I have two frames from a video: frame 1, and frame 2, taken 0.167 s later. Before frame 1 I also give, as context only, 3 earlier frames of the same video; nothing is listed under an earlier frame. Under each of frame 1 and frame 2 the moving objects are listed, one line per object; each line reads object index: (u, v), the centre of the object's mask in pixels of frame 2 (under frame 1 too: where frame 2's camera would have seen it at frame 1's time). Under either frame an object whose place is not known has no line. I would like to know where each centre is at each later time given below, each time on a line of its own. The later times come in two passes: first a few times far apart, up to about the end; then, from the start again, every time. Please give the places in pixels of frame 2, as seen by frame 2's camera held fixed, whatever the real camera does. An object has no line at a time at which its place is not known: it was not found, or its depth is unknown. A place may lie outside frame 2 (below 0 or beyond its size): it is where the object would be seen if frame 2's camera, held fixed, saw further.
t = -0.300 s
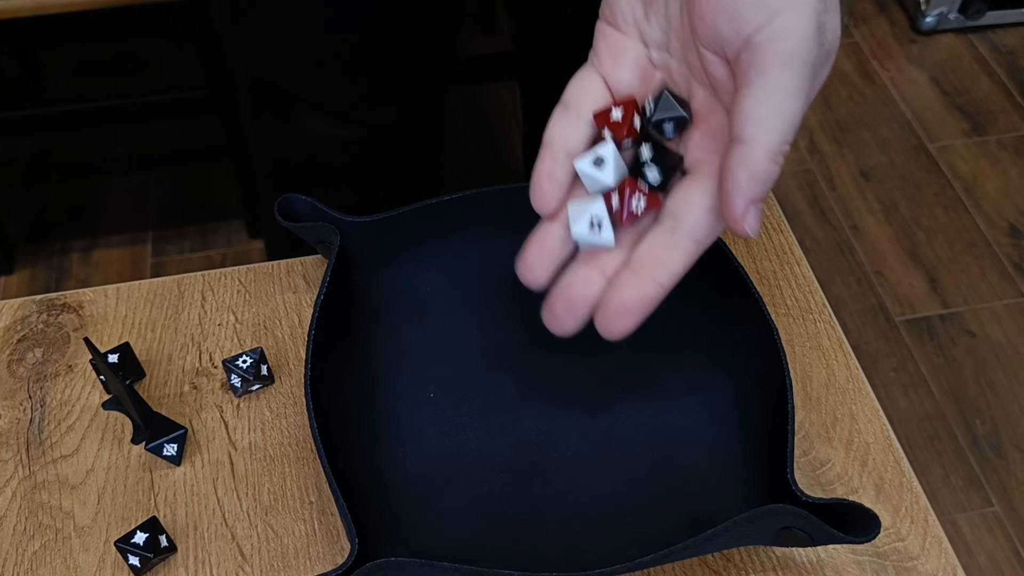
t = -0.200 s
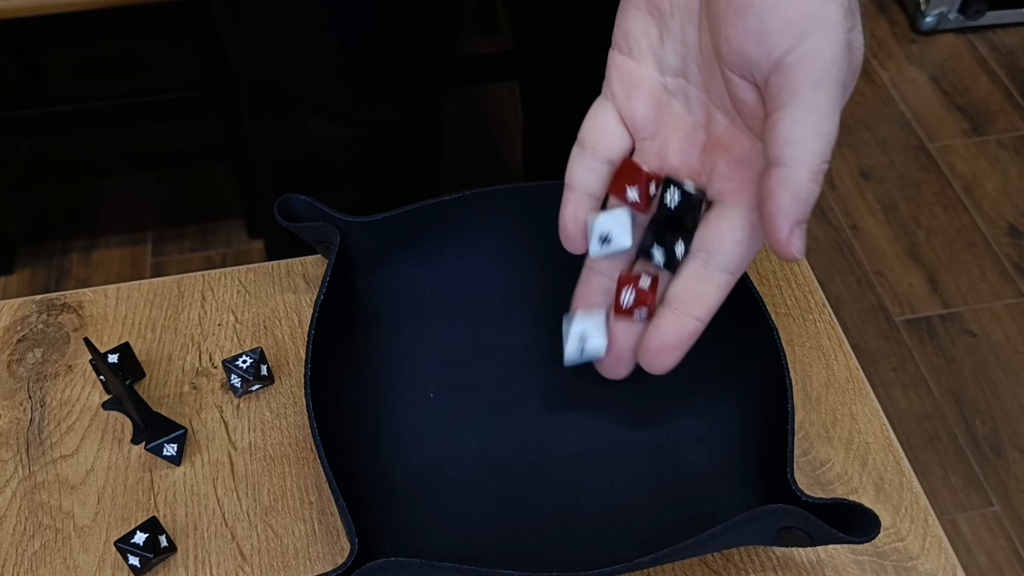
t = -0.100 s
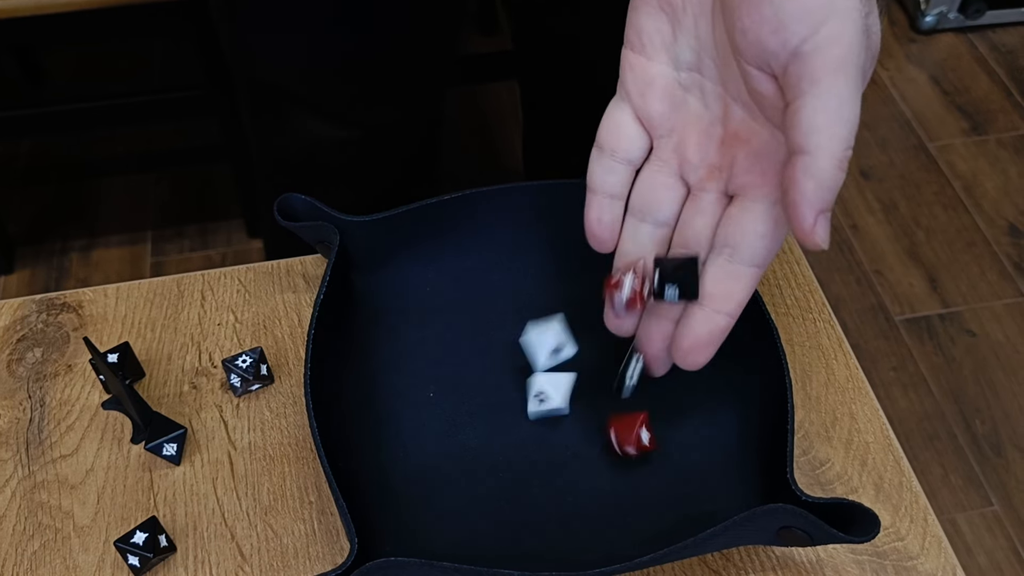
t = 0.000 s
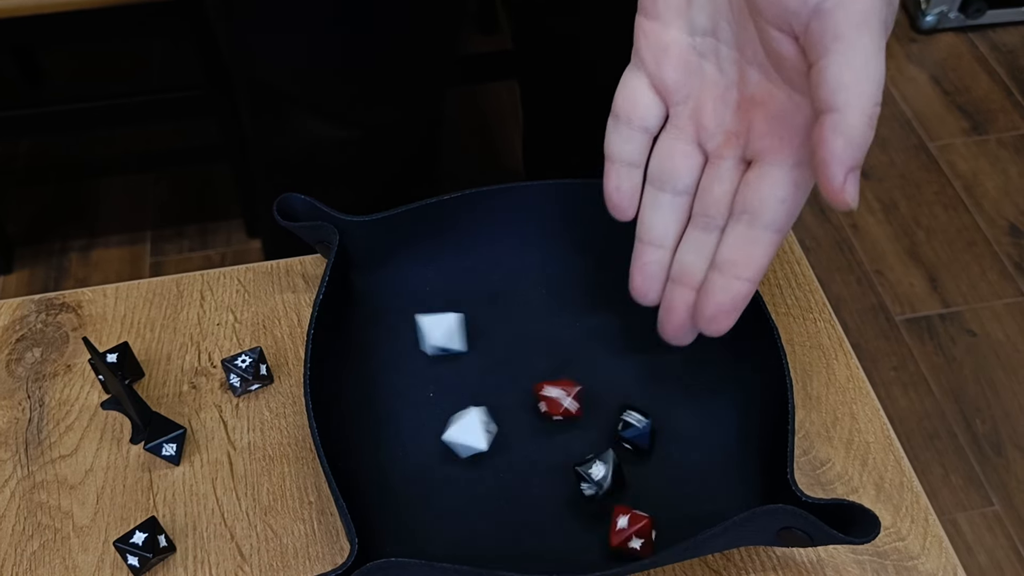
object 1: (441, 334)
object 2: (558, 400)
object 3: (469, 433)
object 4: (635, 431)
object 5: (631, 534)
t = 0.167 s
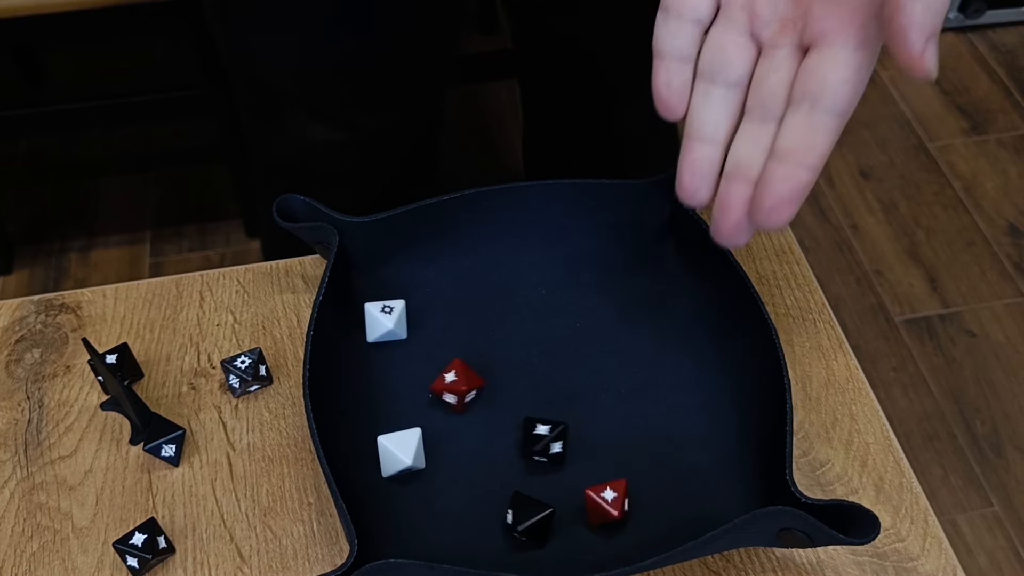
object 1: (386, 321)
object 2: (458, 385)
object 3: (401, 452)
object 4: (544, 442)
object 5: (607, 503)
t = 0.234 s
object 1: (394, 320)
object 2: (445, 385)
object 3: (402, 452)
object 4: (532, 443)
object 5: (602, 486)
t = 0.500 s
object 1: (394, 320)
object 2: (429, 385)
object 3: (401, 452)
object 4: (530, 443)
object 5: (602, 485)
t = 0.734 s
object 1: (394, 320)
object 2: (429, 384)
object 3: (402, 452)
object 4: (531, 443)
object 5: (602, 485)
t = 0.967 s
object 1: (394, 320)
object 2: (429, 384)
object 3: (402, 452)
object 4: (531, 443)
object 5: (602, 484)
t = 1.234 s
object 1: (394, 320)
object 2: (429, 385)
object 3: (402, 452)
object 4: (531, 443)
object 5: (602, 484)
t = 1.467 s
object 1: (394, 320)
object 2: (429, 384)
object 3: (402, 452)
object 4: (531, 443)
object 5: (602, 485)
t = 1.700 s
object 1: (394, 320)
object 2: (429, 384)
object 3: (402, 452)
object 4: (531, 443)
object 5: (602, 485)
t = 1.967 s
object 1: (394, 320)
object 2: (429, 384)
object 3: (402, 452)
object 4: (531, 443)
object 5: (602, 485)
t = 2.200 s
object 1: (394, 320)
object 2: (429, 384)
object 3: (402, 452)
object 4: (531, 443)
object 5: (602, 485)
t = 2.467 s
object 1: (394, 320)
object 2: (429, 384)
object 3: (402, 452)
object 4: (531, 443)
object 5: (602, 485)
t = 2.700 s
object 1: (394, 320)
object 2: (429, 384)
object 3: (402, 452)
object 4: (531, 443)
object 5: (602, 485)
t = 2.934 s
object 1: (394, 320)
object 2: (429, 384)
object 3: (402, 452)
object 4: (531, 444)
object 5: (602, 485)
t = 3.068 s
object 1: (394, 320)
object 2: (429, 384)
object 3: (402, 452)
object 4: (531, 444)
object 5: (602, 485)
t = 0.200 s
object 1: (392, 320)
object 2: (450, 386)
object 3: (401, 452)
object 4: (537, 440)
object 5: (603, 492)
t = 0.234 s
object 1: (394, 320)
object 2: (445, 385)
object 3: (402, 452)
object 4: (532, 443)
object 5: (602, 486)
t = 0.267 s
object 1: (394, 320)
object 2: (435, 384)
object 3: (401, 452)
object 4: (531, 444)
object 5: (602, 485)
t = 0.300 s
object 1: (394, 320)
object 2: (430, 384)
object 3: (401, 452)
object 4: (531, 444)
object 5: (602, 485)
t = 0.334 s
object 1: (394, 320)
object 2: (429, 384)
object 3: (401, 452)
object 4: (531, 444)
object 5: (602, 485)
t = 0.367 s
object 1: (394, 320)
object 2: (429, 384)
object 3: (401, 452)
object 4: (531, 443)
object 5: (602, 485)
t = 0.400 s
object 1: (394, 320)
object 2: (429, 384)
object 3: (401, 452)
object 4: (531, 444)
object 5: (602, 485)
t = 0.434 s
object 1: (394, 320)
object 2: (429, 384)
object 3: (401, 452)
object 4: (531, 443)
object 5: (602, 484)
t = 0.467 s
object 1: (394, 320)
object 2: (429, 384)
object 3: (401, 452)
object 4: (531, 443)
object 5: (602, 485)
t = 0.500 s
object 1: (394, 320)
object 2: (429, 385)
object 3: (401, 452)
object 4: (530, 443)
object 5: (602, 485)
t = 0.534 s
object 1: (394, 320)
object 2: (429, 384)
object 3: (401, 452)
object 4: (531, 443)
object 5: (602, 485)
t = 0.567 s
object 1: (394, 320)
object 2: (429, 384)
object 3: (401, 452)
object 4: (531, 443)
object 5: (602, 485)
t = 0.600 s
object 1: (394, 320)
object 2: (429, 384)
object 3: (401, 452)
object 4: (531, 443)
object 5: (602, 485)
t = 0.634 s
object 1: (394, 320)
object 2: (429, 384)
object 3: (401, 452)
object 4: (531, 443)
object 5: (602, 485)
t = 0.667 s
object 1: (394, 320)
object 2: (429, 384)
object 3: (401, 452)
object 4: (531, 443)
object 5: (602, 485)
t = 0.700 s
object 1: (394, 320)
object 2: (429, 384)
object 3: (401, 452)
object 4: (531, 443)
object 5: (602, 485)
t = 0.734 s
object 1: (394, 320)
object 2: (429, 384)
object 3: (402, 452)
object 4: (531, 443)
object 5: (602, 485)
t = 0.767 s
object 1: (394, 320)
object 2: (429, 384)
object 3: (402, 452)
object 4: (531, 443)
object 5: (602, 484)
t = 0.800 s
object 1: (394, 320)
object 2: (429, 384)
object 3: (402, 452)
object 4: (531, 443)
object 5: (602, 485)
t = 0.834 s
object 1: (394, 320)
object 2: (429, 384)
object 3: (401, 452)
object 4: (531, 443)
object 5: (602, 485)
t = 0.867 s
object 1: (394, 320)
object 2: (429, 384)
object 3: (402, 452)
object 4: (531, 443)
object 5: (602, 485)
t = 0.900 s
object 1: (394, 320)
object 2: (429, 384)
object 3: (402, 452)
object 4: (531, 443)
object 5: (602, 484)
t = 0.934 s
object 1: (394, 320)
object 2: (429, 384)
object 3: (402, 452)
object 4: (531, 443)
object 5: (602, 485)
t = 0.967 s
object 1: (394, 320)
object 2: (429, 384)
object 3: (402, 452)
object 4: (531, 443)
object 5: (602, 484)
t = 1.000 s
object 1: (394, 320)
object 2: (429, 384)
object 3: (402, 452)
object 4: (531, 443)
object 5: (602, 484)
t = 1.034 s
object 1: (394, 320)
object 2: (429, 384)
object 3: (401, 452)
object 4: (531, 443)
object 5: (602, 485)
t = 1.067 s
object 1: (394, 320)
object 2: (429, 384)
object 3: (402, 452)
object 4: (531, 443)
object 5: (602, 485)
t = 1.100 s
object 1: (394, 320)
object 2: (429, 384)
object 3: (402, 452)
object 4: (531, 443)
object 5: (602, 485)
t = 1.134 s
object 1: (394, 320)
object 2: (429, 384)
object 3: (402, 452)
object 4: (531, 443)
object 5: (602, 485)
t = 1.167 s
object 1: (394, 320)
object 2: (429, 384)
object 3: (402, 452)
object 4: (531, 443)
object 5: (602, 485)
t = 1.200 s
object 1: (394, 320)
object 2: (429, 384)
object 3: (402, 452)
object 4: (531, 443)
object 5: (602, 484)
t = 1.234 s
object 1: (394, 320)
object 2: (429, 385)
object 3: (402, 452)
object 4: (531, 443)
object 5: (602, 484)
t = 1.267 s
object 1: (394, 320)
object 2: (429, 385)
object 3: (402, 452)
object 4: (531, 443)
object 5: (602, 484)
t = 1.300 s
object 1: (394, 320)
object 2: (429, 384)
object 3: (402, 452)
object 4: (531, 443)
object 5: (602, 485)
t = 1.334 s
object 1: (394, 320)
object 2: (429, 384)
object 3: (402, 452)
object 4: (531, 443)
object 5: (602, 484)
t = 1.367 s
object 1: (394, 320)
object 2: (429, 384)
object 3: (402, 452)
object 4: (531, 443)
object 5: (602, 485)
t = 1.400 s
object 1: (394, 320)
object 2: (429, 384)
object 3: (402, 452)
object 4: (531, 443)
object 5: (602, 484)
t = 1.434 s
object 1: (394, 320)
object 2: (429, 384)
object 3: (402, 452)
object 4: (531, 443)
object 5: (602, 485)
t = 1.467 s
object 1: (394, 320)
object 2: (429, 384)
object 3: (402, 452)
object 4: (531, 443)
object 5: (602, 485)
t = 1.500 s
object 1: (394, 320)
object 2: (429, 384)
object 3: (402, 452)
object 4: (531, 443)
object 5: (602, 485)
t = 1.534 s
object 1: (394, 320)
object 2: (429, 384)
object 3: (402, 452)
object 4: (531, 443)
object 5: (602, 485)
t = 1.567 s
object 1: (394, 320)
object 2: (429, 384)
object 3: (402, 452)
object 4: (531, 443)
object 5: (602, 485)
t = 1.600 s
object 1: (394, 320)
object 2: (429, 384)
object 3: (402, 452)
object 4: (531, 443)
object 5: (602, 485)
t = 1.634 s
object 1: (394, 320)
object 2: (429, 384)
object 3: (402, 452)
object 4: (531, 443)
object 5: (602, 485)
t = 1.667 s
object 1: (394, 320)
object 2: (429, 384)
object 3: (402, 452)
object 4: (531, 443)
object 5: (602, 485)
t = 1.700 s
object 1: (394, 320)
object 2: (429, 384)
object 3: (402, 452)
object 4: (531, 443)
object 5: (602, 485)
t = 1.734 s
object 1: (394, 320)
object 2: (429, 384)
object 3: (402, 452)
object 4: (531, 443)
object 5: (602, 485)
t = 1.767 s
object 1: (394, 320)
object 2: (429, 384)
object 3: (402, 452)
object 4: (531, 443)
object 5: (602, 485)
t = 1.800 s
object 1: (394, 320)
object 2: (429, 384)
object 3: (402, 452)
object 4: (531, 443)
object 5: (602, 485)
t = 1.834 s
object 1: (394, 320)
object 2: (429, 384)
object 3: (401, 452)
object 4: (531, 443)
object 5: (602, 485)
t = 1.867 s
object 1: (394, 320)
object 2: (429, 384)
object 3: (402, 452)
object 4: (531, 443)
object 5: (602, 485)
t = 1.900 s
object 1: (394, 320)
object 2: (429, 384)
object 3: (402, 452)
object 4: (531, 443)
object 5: (602, 485)
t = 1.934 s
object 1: (394, 320)
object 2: (429, 384)
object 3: (402, 452)
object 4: (531, 443)
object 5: (602, 485)
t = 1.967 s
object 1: (394, 320)
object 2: (429, 384)
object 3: (402, 452)
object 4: (531, 443)
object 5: (602, 485)
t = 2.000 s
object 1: (394, 320)
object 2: (429, 384)
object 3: (402, 452)
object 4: (531, 443)
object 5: (602, 485)
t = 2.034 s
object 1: (394, 320)
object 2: (429, 384)
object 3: (402, 452)
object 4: (531, 443)
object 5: (602, 485)
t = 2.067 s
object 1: (394, 320)
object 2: (429, 384)
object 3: (402, 452)
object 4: (531, 443)
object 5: (602, 485)
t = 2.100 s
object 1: (394, 320)
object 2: (429, 384)
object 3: (402, 452)
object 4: (531, 443)
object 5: (602, 485)
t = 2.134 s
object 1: (394, 320)
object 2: (429, 384)
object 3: (402, 452)
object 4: (531, 443)
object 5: (602, 485)
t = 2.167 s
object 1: (394, 320)
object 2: (429, 384)
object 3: (402, 452)
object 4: (531, 443)
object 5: (602, 485)
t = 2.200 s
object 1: (394, 320)
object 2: (429, 384)
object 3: (402, 452)
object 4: (531, 443)
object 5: (602, 485)
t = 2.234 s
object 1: (394, 320)
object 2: (429, 384)
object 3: (402, 452)
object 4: (531, 443)
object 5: (602, 485)
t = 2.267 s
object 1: (394, 320)
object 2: (429, 384)
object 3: (402, 452)
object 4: (531, 443)
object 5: (602, 485)
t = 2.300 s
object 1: (394, 320)
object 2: (429, 384)
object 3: (402, 452)
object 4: (531, 443)
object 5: (602, 485)
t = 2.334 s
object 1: (394, 320)
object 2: (429, 384)
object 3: (402, 452)
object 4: (531, 443)
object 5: (602, 485)
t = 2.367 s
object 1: (394, 320)
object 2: (429, 384)
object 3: (402, 452)
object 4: (531, 443)
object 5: (602, 485)
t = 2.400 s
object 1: (394, 320)
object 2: (429, 384)
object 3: (402, 452)
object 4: (531, 443)
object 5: (602, 485)
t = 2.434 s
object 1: (394, 320)
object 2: (429, 384)
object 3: (402, 452)
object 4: (531, 443)
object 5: (602, 485)
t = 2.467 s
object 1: (394, 320)
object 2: (429, 384)
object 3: (402, 452)
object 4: (531, 443)
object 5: (602, 485)
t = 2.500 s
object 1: (394, 320)
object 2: (429, 384)
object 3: (402, 452)
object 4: (531, 443)
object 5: (602, 485)
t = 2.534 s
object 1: (394, 320)
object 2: (429, 384)
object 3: (402, 452)
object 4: (531, 443)
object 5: (602, 485)
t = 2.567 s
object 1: (394, 320)
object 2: (429, 384)
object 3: (402, 452)
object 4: (531, 443)
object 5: (602, 485)
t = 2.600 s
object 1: (394, 320)
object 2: (429, 384)
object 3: (402, 452)
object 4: (531, 443)
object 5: (602, 485)
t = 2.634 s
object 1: (394, 320)
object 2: (429, 384)
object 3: (402, 452)
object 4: (531, 443)
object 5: (602, 485)
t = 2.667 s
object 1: (394, 320)
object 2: (429, 384)
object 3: (402, 452)
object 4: (531, 443)
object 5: (602, 485)
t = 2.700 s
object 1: (394, 320)
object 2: (429, 384)
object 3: (402, 452)
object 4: (531, 443)
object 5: (602, 485)
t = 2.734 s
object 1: (394, 320)
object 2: (429, 384)
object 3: (402, 452)
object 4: (531, 443)
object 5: (602, 485)
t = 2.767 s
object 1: (394, 320)
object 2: (429, 384)
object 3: (402, 452)
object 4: (531, 444)
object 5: (602, 485)
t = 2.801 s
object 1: (394, 320)
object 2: (429, 384)
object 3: (402, 452)
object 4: (531, 444)
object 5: (602, 485)
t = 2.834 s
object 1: (394, 320)
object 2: (429, 384)
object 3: (402, 452)
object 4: (531, 444)
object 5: (602, 485)
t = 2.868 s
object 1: (394, 320)
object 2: (429, 384)
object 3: (402, 452)
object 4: (531, 444)
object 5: (602, 485)
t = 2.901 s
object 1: (394, 320)
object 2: (429, 384)
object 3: (402, 452)
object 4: (531, 444)
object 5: (602, 485)
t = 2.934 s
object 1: (394, 320)
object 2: (429, 384)
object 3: (402, 452)
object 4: (531, 444)
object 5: (602, 485)
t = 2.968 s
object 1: (394, 320)
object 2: (429, 384)
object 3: (402, 452)
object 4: (531, 444)
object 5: (602, 485)
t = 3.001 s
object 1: (394, 320)
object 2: (429, 384)
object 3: (402, 452)
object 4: (531, 444)
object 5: (602, 485)
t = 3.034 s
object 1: (394, 320)
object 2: (429, 384)
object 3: (402, 452)
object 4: (531, 444)
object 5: (602, 485)
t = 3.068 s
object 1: (394, 320)
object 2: (429, 384)
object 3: (402, 452)
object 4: (531, 444)
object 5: (602, 485)
